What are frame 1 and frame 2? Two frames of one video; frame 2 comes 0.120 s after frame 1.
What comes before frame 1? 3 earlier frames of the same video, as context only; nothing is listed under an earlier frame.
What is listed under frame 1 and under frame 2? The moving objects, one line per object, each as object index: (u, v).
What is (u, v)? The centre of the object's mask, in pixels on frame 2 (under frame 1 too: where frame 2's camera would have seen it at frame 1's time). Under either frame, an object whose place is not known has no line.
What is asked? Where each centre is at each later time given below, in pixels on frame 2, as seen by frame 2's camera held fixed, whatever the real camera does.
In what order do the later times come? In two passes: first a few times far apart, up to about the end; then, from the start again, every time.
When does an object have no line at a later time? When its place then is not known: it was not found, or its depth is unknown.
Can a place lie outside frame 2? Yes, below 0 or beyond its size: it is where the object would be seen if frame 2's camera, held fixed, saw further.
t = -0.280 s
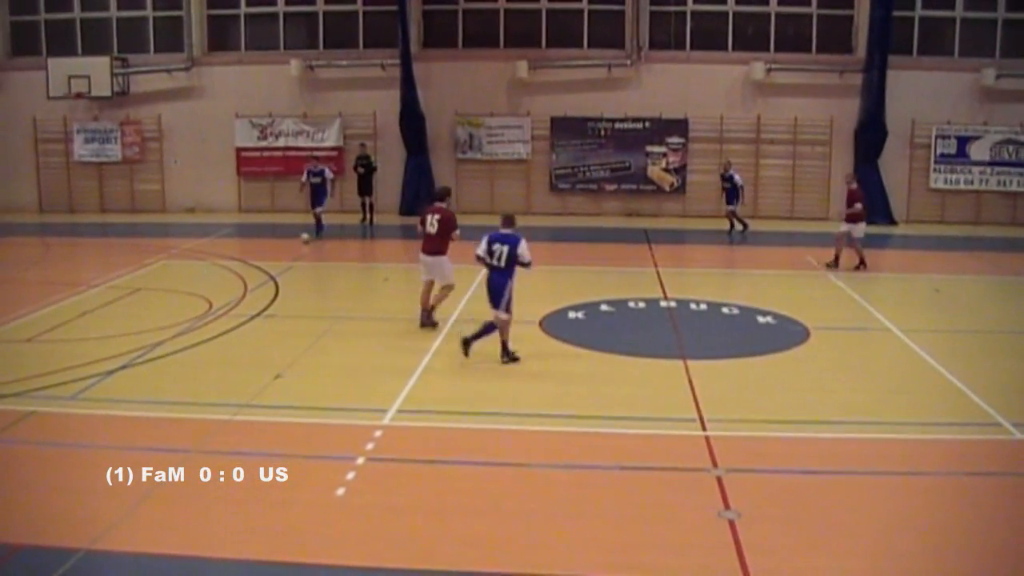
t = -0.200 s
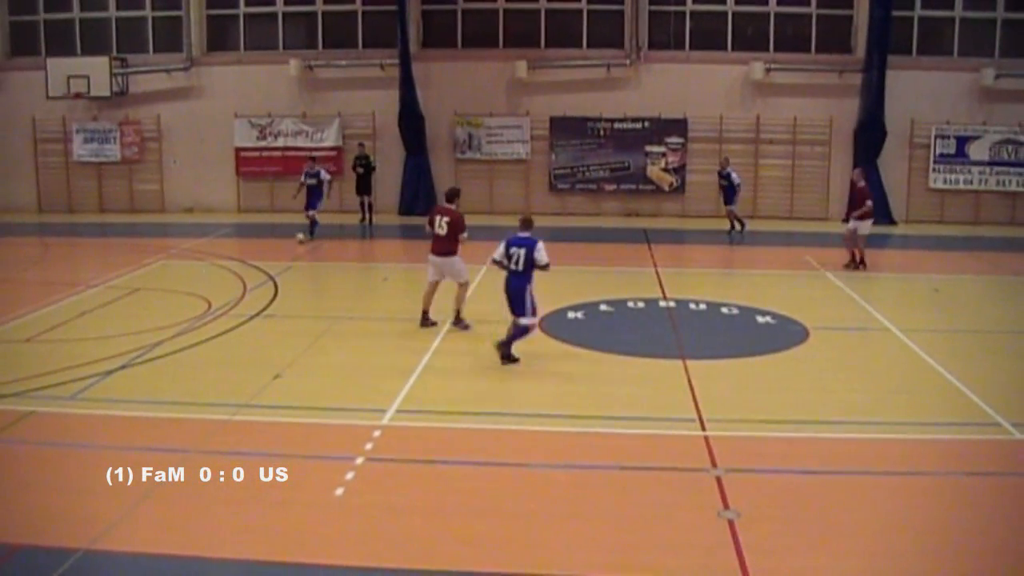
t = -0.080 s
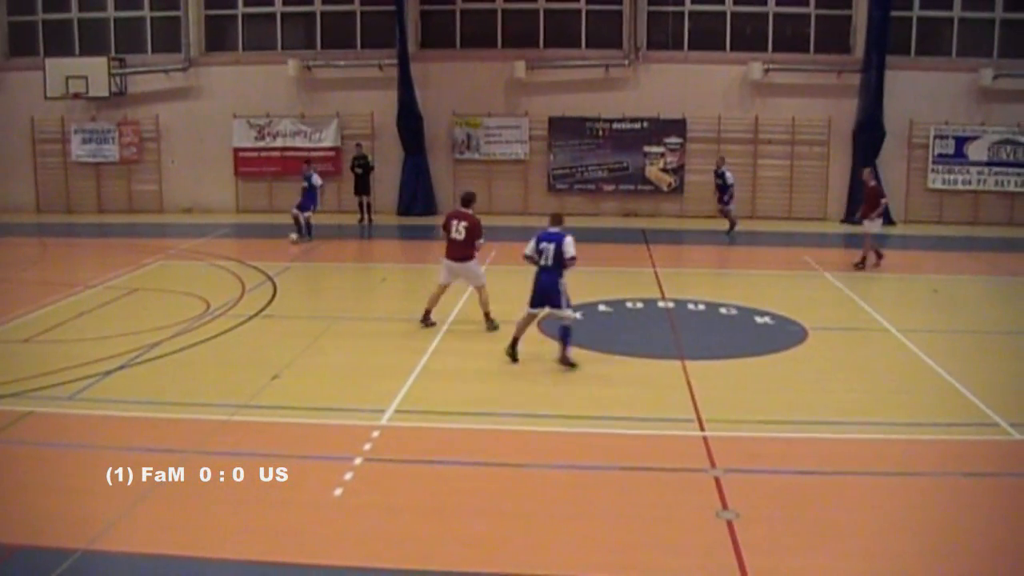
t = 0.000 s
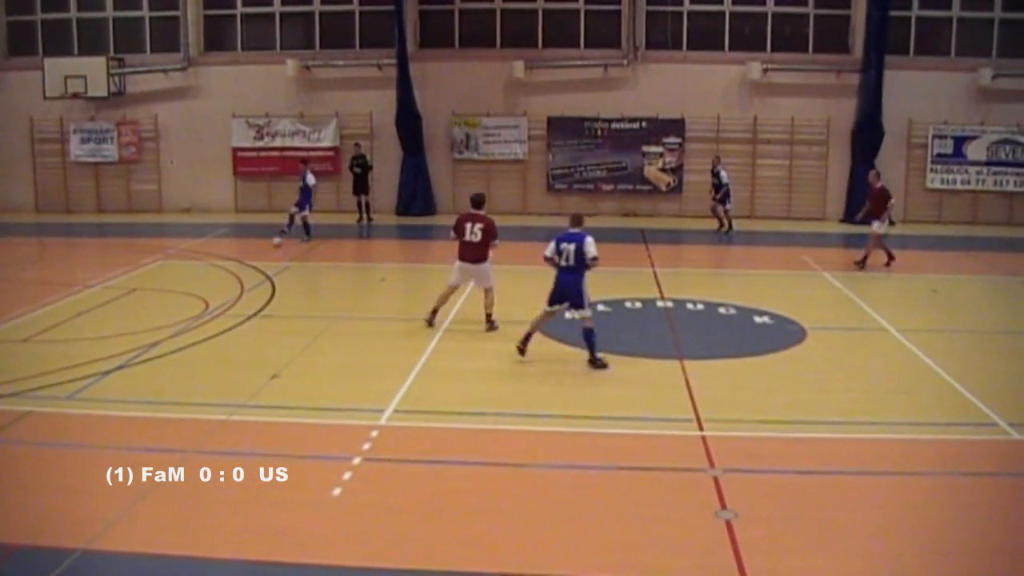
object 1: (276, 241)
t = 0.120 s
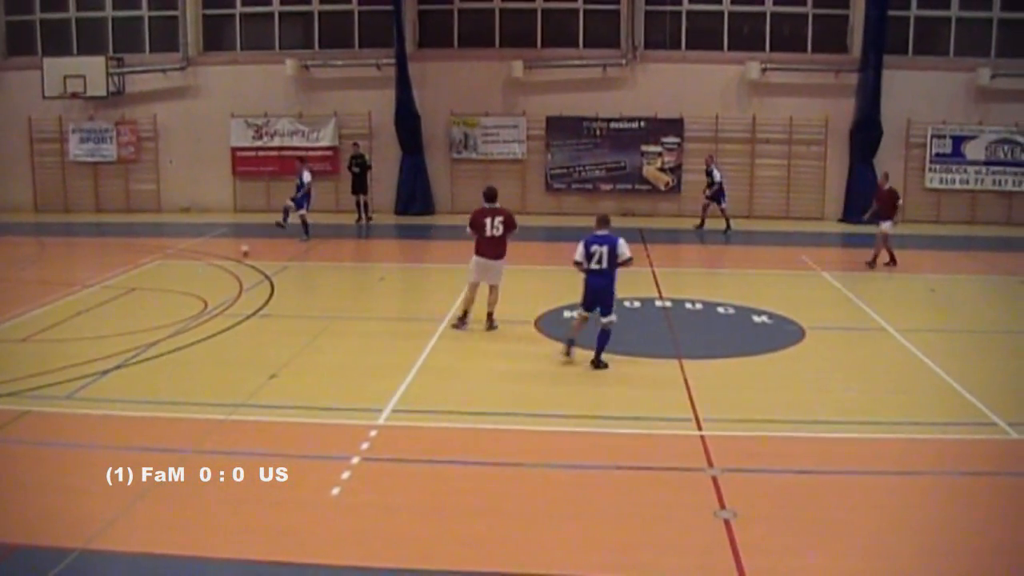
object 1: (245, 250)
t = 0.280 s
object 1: (203, 265)
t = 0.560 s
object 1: (126, 287)
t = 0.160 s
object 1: (234, 254)
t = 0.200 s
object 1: (223, 257)
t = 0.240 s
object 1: (212, 261)
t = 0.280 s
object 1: (203, 265)
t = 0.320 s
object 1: (192, 268)
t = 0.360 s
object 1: (182, 270)
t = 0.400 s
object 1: (171, 274)
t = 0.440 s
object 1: (160, 276)
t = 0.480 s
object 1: (149, 280)
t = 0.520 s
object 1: (138, 283)
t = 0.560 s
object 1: (126, 287)
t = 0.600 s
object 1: (116, 290)
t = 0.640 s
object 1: (104, 294)
